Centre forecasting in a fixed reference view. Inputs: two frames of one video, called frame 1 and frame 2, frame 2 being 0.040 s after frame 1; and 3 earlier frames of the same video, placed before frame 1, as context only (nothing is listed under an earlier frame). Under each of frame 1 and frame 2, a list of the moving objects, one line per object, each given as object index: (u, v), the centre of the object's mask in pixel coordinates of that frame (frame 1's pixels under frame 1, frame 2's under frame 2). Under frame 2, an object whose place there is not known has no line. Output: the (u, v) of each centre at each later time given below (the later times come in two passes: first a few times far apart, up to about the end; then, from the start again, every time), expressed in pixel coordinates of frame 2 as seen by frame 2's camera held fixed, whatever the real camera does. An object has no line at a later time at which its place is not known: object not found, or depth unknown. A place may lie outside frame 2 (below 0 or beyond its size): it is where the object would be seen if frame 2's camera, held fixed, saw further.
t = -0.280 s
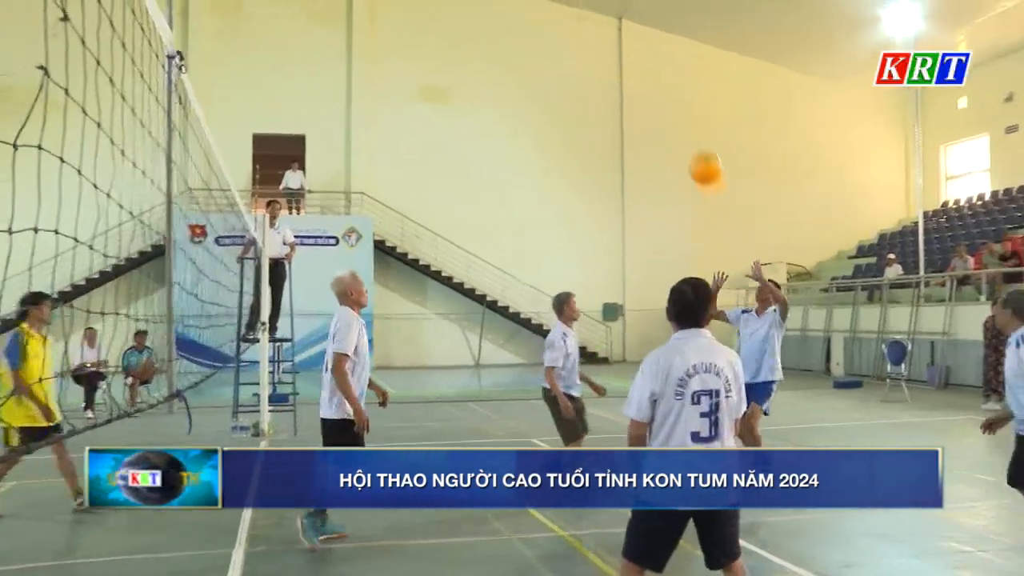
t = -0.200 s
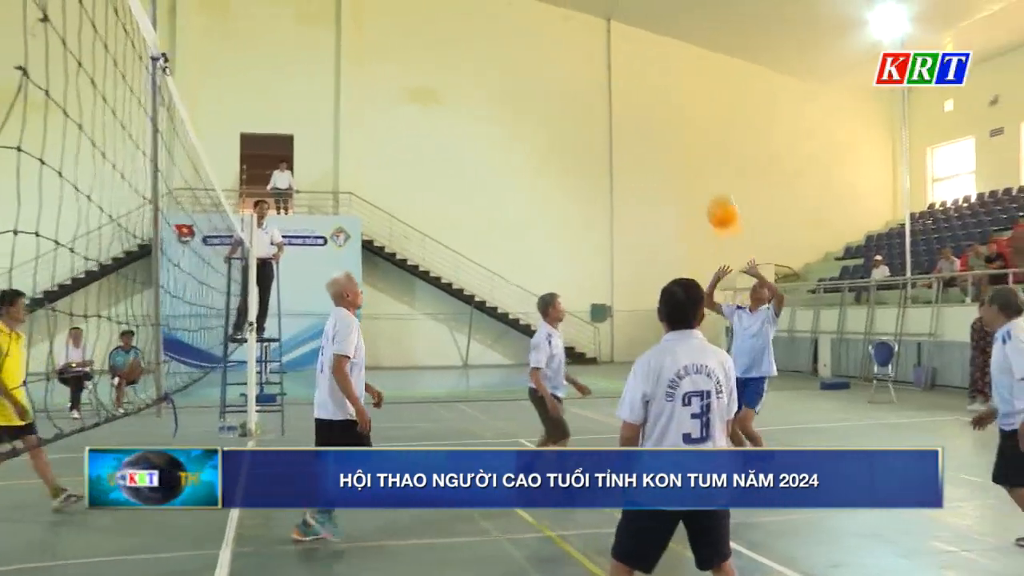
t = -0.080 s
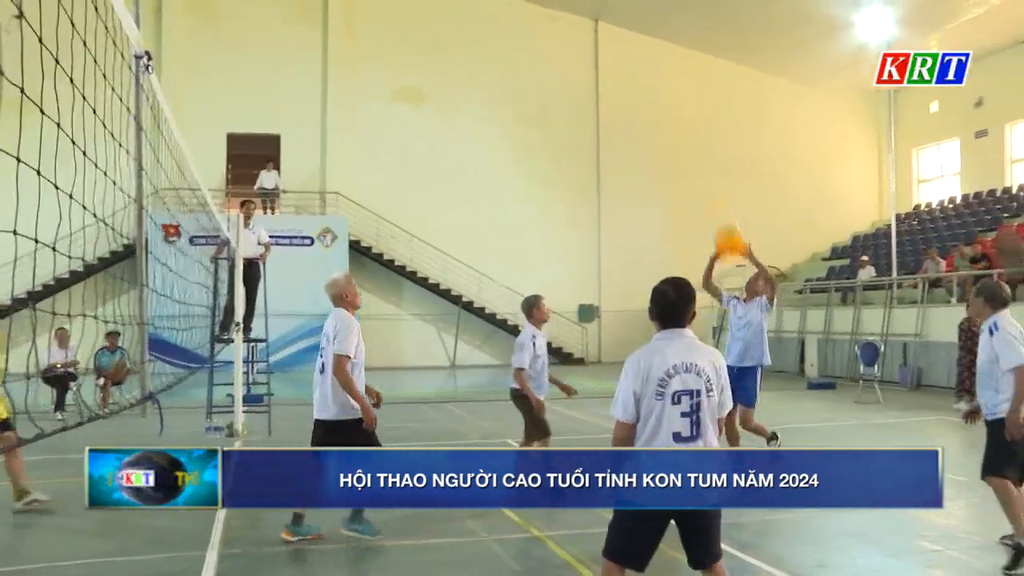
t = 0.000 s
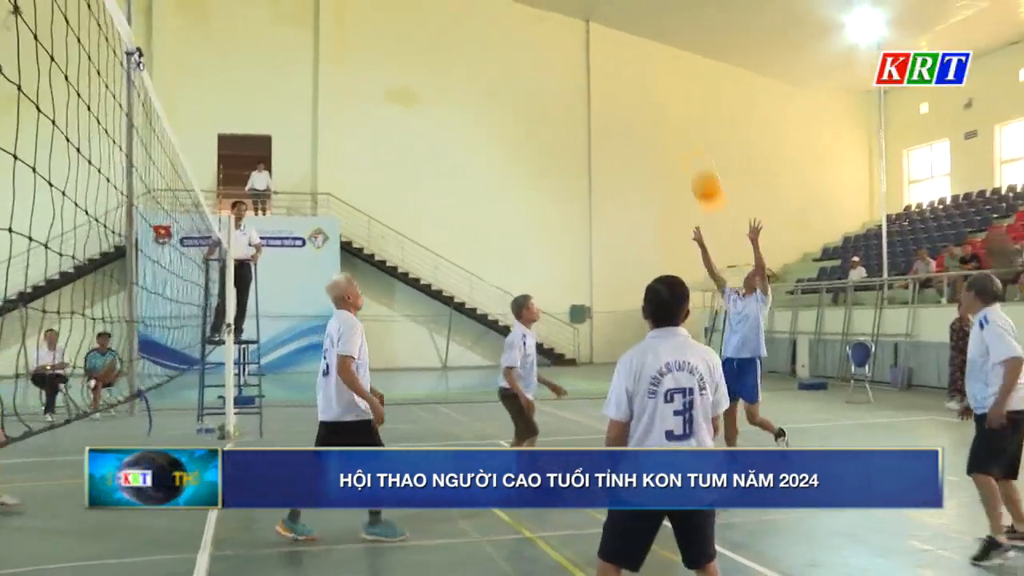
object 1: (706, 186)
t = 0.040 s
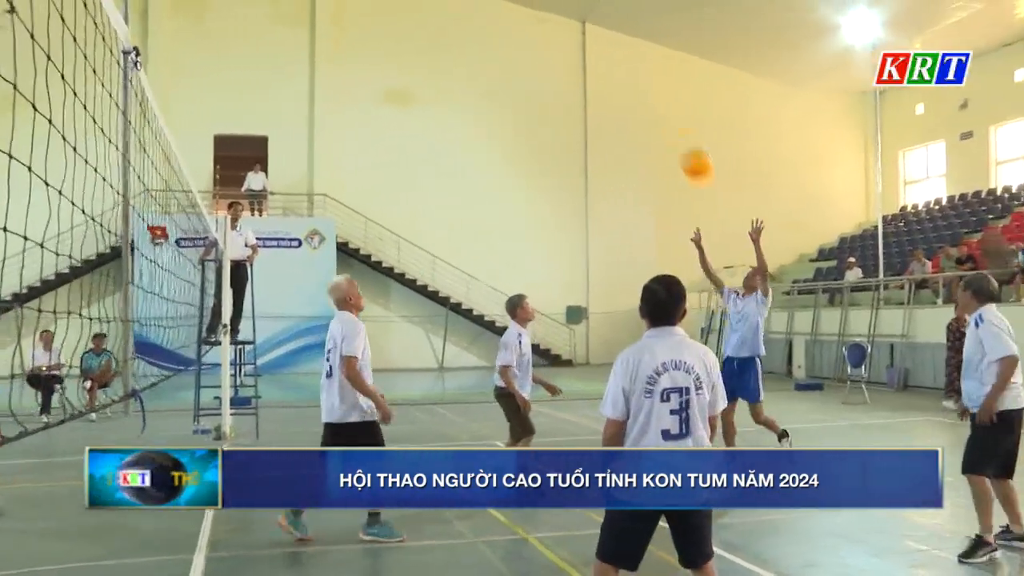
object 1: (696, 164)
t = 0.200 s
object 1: (670, 90)
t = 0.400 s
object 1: (639, 31)
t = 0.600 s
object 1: (611, 12)
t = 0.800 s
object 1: (582, 30)
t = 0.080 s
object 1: (689, 141)
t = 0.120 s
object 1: (684, 126)
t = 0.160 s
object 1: (677, 107)
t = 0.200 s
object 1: (670, 90)
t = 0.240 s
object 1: (663, 74)
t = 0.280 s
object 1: (656, 59)
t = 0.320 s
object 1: (650, 46)
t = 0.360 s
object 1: (643, 36)
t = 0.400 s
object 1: (639, 31)
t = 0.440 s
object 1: (635, 24)
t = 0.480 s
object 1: (626, 16)
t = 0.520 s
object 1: (622, 13)
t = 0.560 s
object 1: (617, 12)
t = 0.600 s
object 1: (611, 12)
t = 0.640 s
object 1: (607, 13)
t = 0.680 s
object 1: (601, 14)
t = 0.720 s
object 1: (594, 16)
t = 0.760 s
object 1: (588, 22)
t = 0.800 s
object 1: (582, 30)
